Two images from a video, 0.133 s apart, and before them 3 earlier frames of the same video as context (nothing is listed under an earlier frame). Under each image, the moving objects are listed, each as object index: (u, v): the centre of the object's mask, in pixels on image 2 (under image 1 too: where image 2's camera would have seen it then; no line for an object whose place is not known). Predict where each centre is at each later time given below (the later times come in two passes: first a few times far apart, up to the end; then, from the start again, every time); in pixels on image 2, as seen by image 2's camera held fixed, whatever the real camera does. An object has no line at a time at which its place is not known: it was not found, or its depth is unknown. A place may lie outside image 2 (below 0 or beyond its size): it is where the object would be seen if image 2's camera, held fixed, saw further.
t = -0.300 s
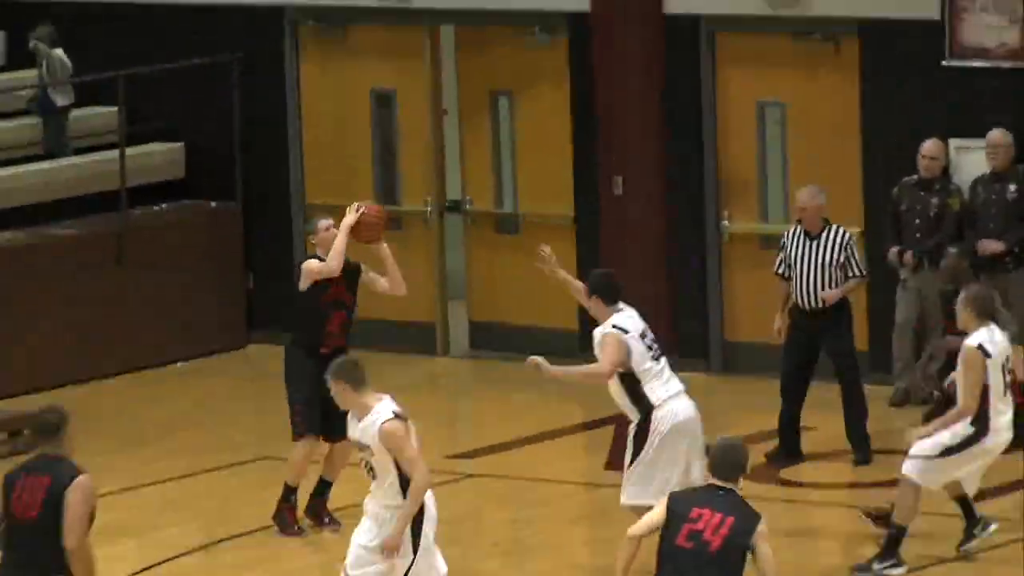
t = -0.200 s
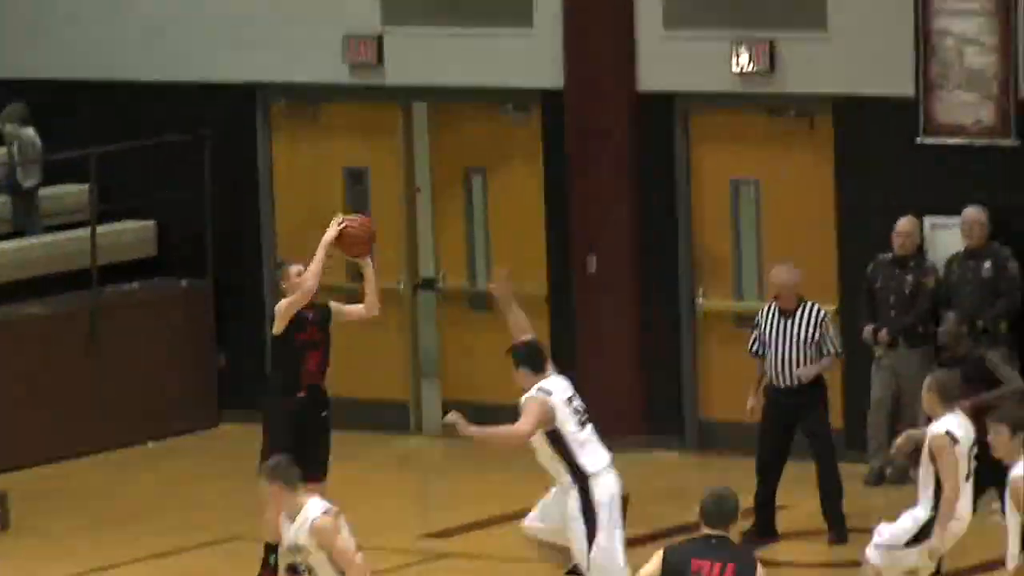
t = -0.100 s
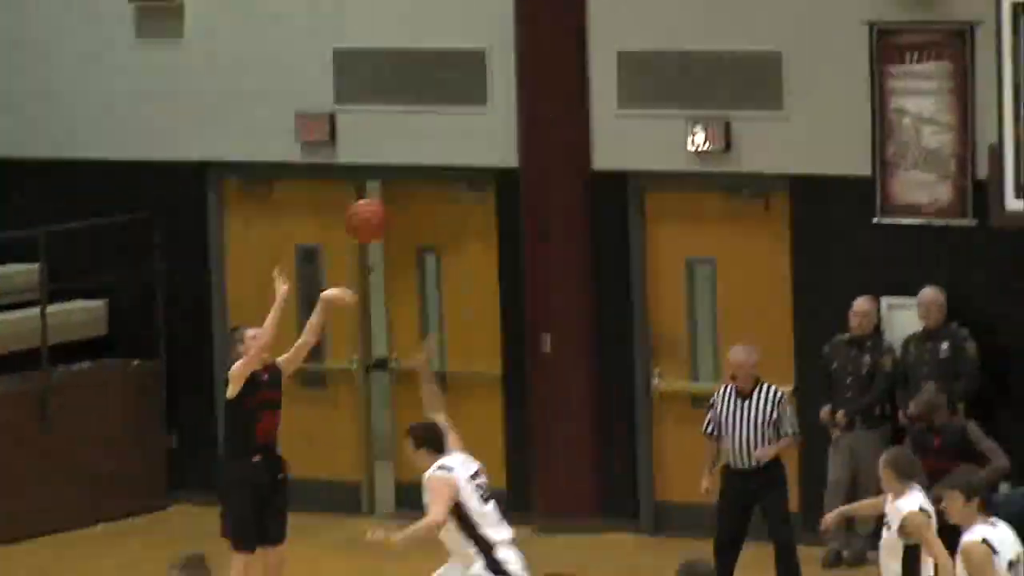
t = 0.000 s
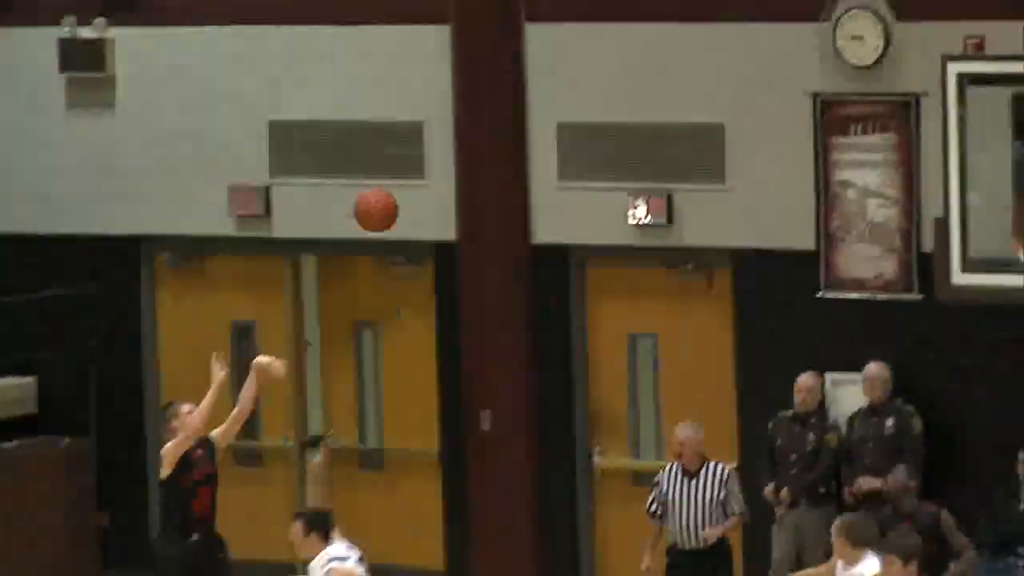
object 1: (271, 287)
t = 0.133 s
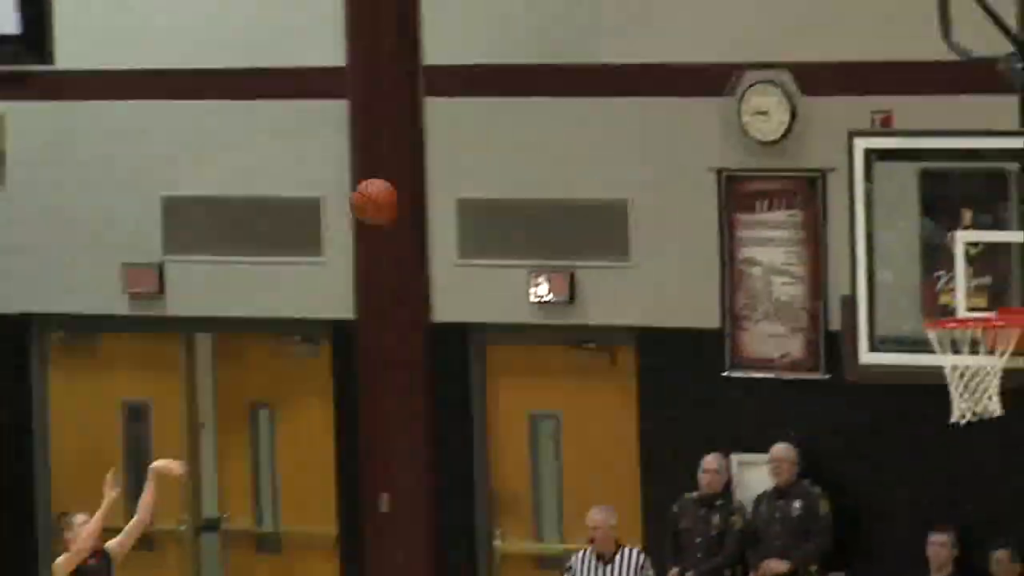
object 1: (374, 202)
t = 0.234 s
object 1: (453, 157)
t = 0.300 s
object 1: (507, 138)
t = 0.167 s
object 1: (401, 185)
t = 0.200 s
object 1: (427, 170)
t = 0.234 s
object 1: (453, 157)
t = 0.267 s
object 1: (480, 146)
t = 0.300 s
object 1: (507, 138)
